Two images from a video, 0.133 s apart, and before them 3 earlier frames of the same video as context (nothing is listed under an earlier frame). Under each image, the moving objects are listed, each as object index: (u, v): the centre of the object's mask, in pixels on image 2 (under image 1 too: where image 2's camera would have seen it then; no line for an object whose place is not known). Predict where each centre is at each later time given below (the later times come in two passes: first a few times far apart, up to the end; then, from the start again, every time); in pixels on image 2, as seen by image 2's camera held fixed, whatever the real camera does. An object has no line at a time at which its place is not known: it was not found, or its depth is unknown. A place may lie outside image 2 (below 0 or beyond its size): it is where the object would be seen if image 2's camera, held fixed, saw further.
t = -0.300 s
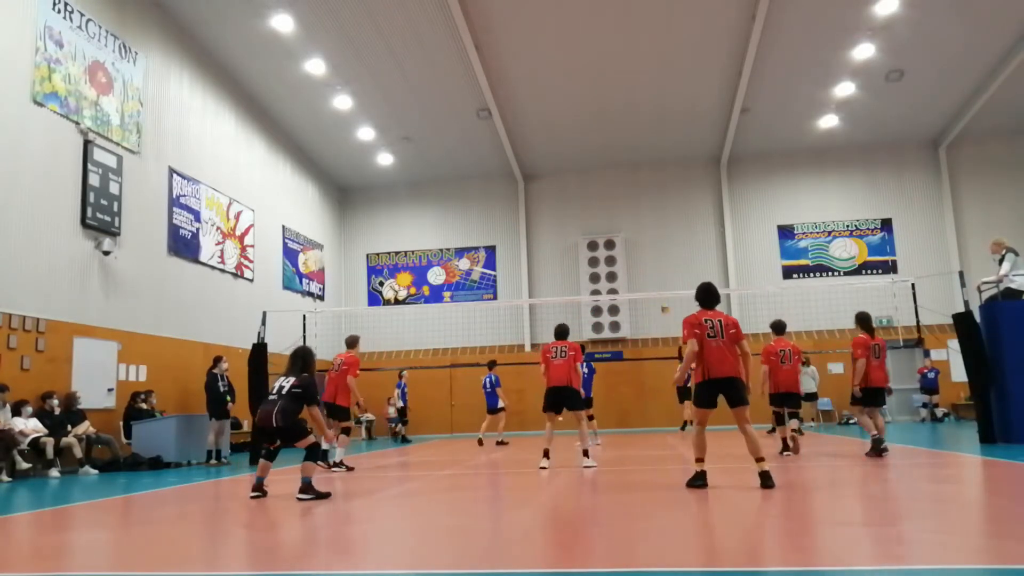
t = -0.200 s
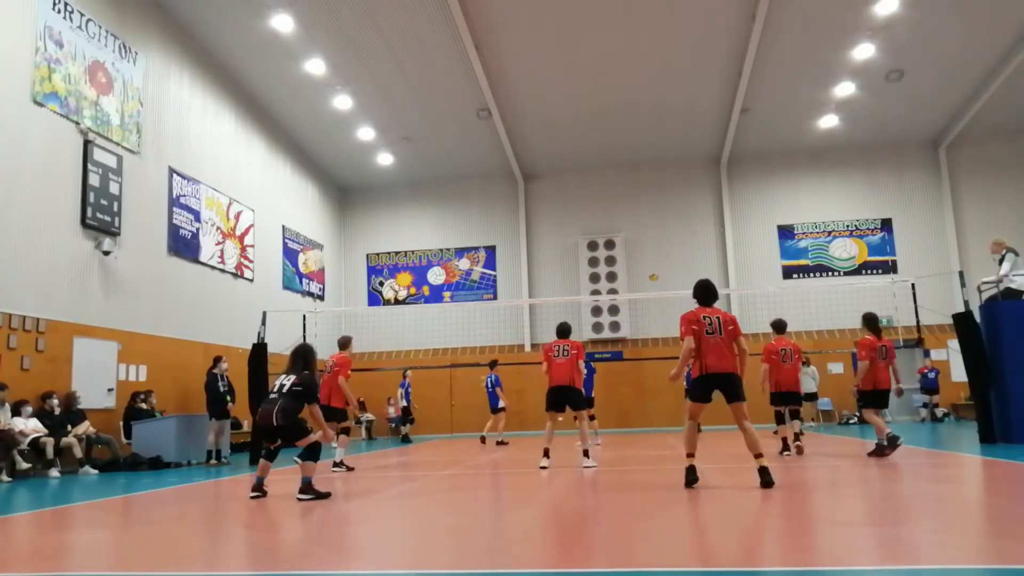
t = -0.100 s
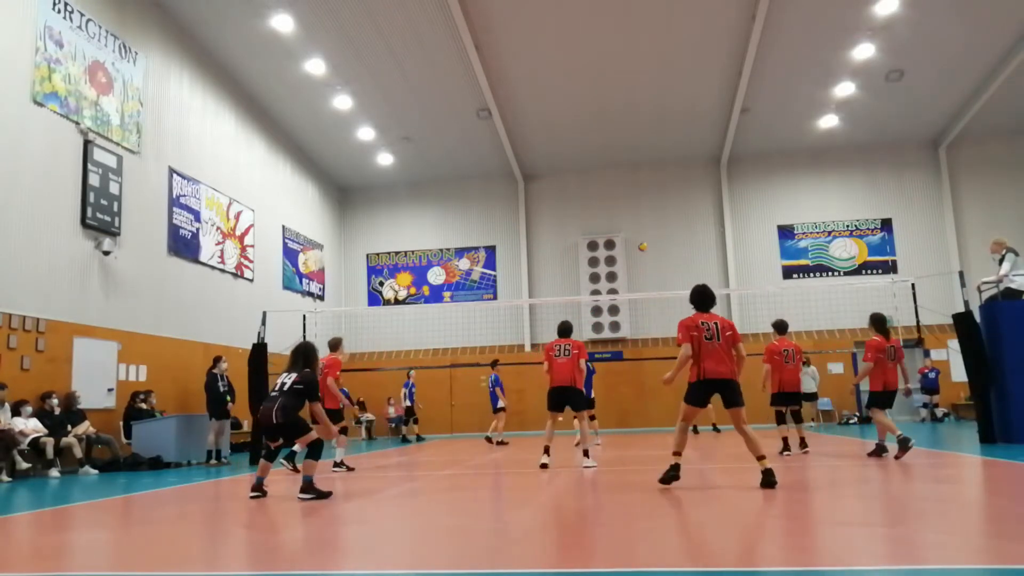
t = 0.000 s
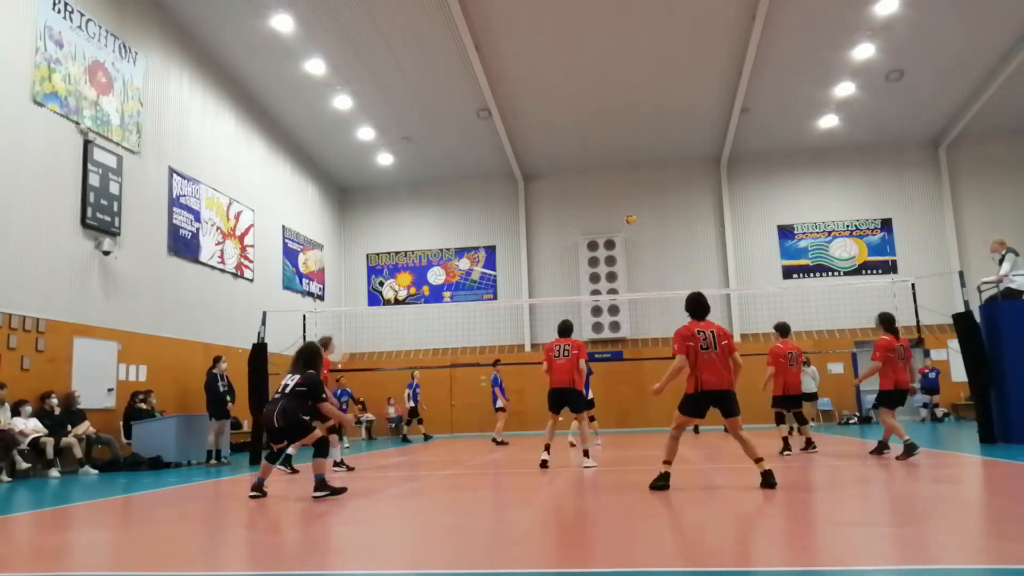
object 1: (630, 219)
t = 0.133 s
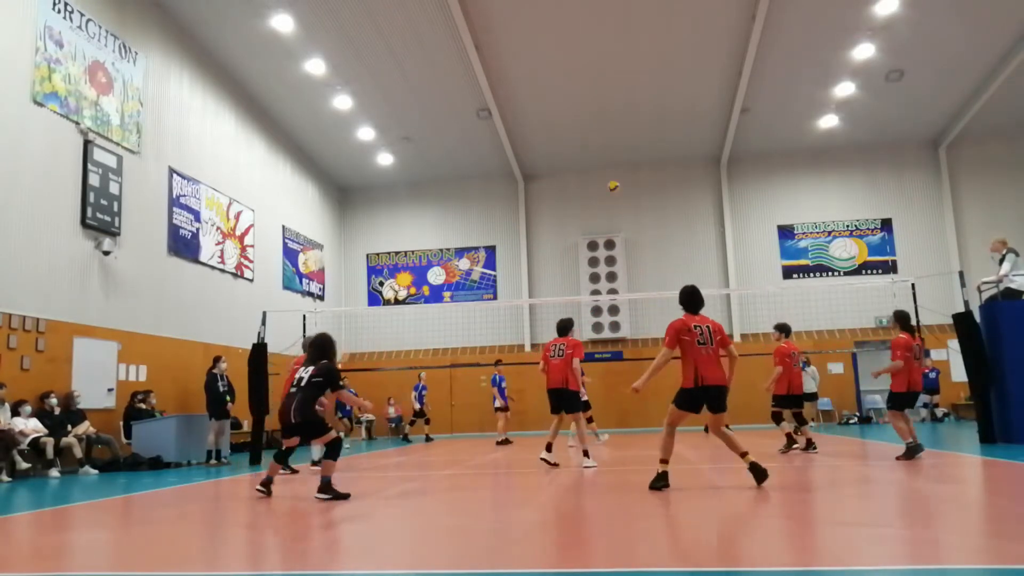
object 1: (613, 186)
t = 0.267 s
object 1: (595, 160)
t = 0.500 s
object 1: (558, 133)
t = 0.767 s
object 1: (501, 156)
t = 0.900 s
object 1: (462, 208)
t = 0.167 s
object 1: (609, 179)
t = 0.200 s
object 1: (605, 173)
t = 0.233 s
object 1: (600, 166)
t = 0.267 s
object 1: (595, 160)
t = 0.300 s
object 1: (590, 155)
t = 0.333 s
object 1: (586, 149)
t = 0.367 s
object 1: (580, 145)
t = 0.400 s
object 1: (575, 141)
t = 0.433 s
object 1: (569, 138)
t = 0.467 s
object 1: (564, 135)
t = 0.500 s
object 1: (558, 133)
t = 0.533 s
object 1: (552, 132)
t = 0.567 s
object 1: (546, 132)
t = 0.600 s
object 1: (539, 133)
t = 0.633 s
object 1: (532, 134)
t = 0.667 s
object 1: (525, 138)
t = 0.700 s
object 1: (517, 142)
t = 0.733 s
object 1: (510, 148)
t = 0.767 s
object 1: (501, 156)
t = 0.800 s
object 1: (492, 166)
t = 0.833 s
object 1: (483, 178)
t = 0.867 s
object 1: (473, 192)
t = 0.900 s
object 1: (462, 208)
